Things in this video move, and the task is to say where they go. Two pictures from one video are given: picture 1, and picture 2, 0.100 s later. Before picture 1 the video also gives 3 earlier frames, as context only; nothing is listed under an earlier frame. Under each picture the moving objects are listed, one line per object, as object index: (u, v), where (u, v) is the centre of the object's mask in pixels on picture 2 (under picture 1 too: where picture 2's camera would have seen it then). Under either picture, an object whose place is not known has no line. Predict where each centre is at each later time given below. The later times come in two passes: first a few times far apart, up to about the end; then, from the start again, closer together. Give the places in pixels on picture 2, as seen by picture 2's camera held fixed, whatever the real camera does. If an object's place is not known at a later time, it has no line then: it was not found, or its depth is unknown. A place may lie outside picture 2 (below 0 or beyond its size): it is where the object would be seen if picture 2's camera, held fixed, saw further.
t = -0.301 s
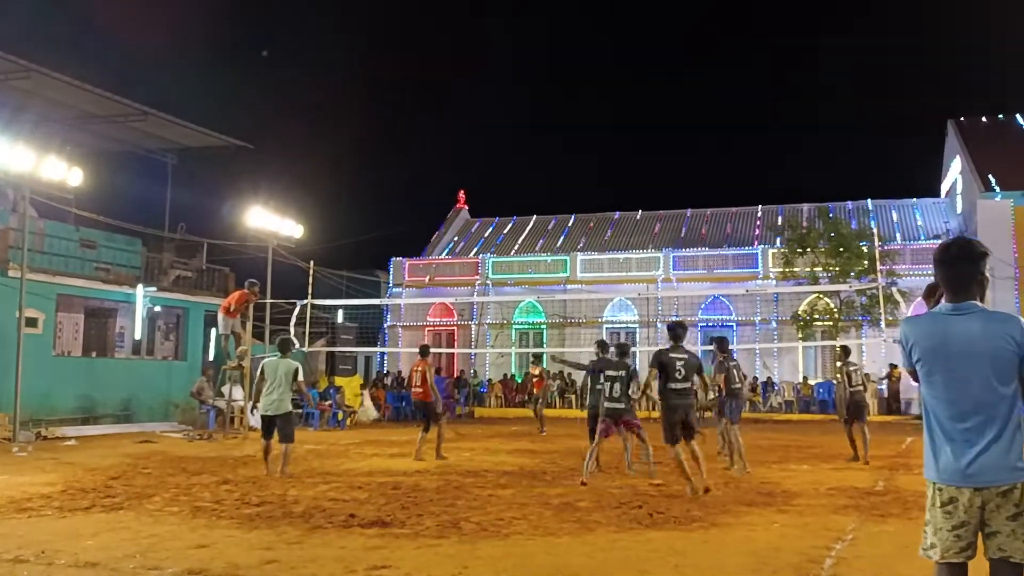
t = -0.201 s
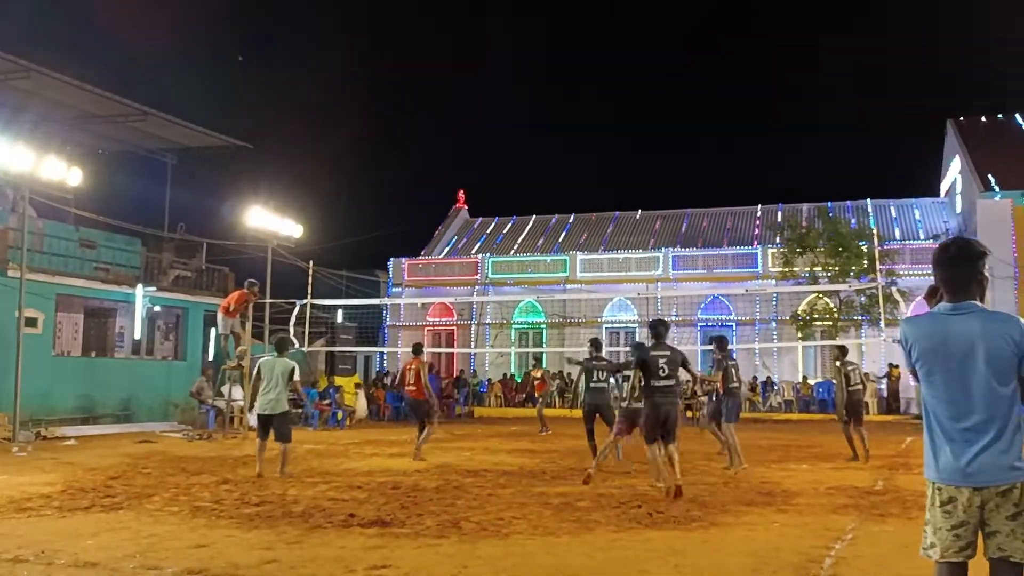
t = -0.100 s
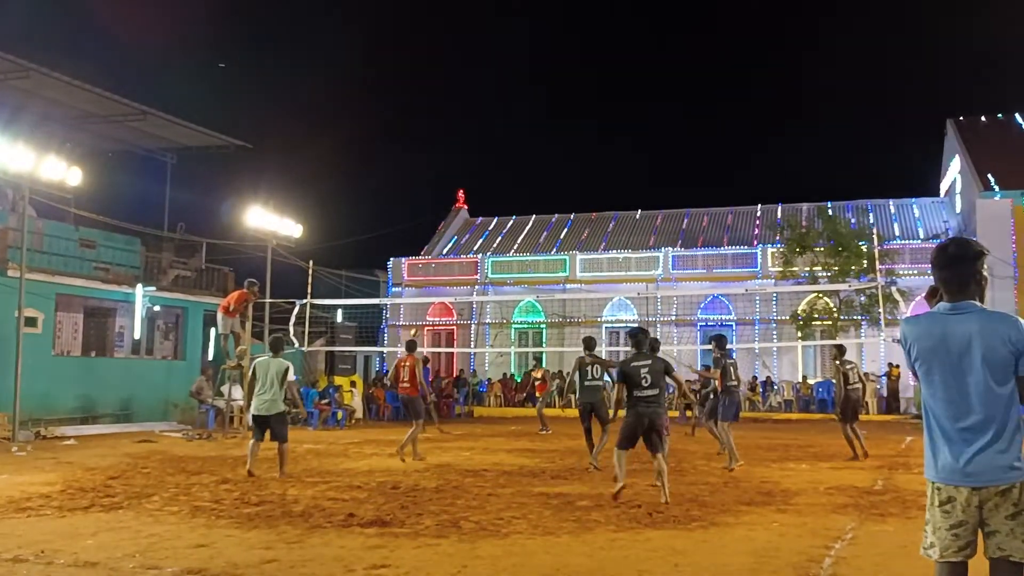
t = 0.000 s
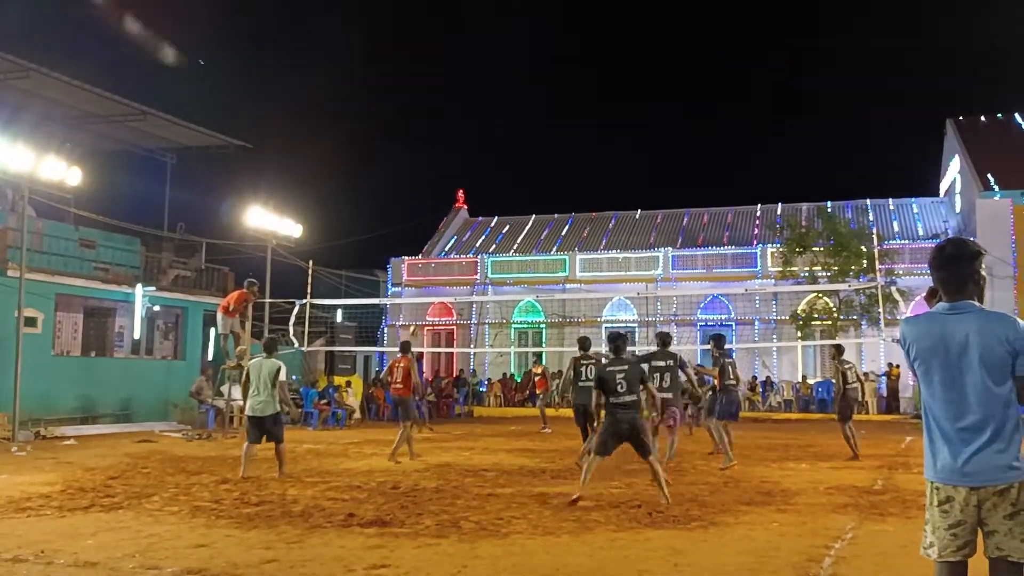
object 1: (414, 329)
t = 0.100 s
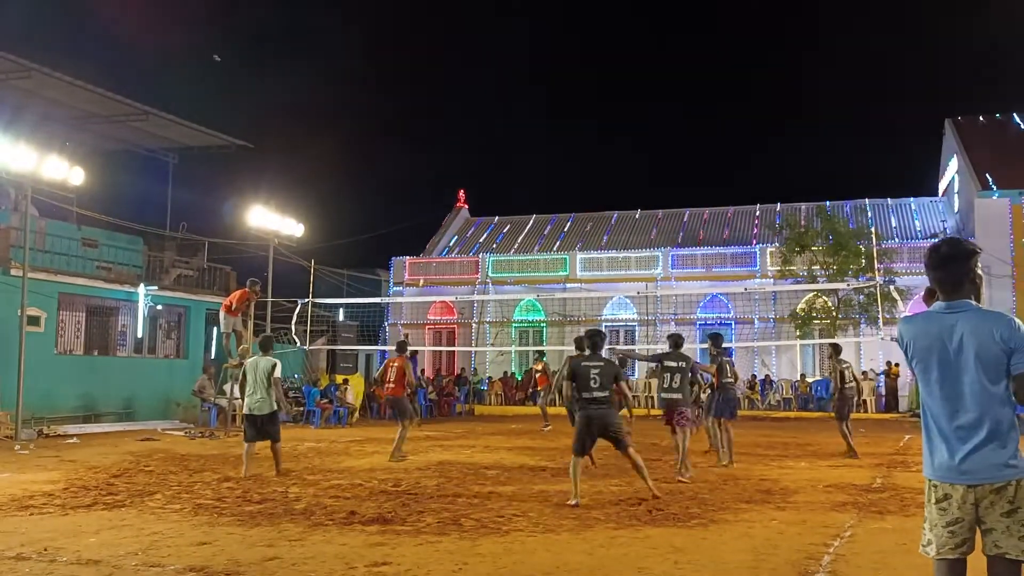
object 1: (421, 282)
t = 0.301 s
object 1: (443, 202)
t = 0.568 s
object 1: (467, 121)
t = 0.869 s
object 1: (495, 66)
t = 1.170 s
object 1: (525, 50)
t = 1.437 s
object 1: (553, 74)
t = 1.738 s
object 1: (584, 145)
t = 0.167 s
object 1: (430, 253)
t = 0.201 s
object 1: (433, 239)
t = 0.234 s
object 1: (436, 227)
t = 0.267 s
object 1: (440, 214)
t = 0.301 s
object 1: (443, 202)
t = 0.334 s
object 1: (446, 191)
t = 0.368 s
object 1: (449, 179)
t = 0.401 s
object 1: (451, 168)
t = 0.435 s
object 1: (455, 158)
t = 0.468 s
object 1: (457, 148)
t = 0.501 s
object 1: (461, 138)
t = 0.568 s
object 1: (467, 121)
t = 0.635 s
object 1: (473, 105)
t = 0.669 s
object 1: (476, 98)
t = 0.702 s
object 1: (479, 91)
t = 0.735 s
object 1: (483, 85)
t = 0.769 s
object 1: (486, 80)
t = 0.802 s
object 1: (489, 75)
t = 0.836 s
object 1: (492, 70)
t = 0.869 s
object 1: (495, 66)
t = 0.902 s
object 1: (498, 62)
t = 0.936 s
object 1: (502, 59)
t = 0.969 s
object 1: (505, 56)
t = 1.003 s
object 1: (508, 54)
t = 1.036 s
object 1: (511, 53)
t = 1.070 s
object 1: (515, 51)
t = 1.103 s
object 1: (518, 51)
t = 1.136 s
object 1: (522, 50)
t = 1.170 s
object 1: (525, 50)
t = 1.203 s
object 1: (529, 51)
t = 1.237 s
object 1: (532, 53)
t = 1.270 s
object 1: (535, 55)
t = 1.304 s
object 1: (539, 57)
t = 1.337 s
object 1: (542, 61)
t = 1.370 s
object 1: (546, 64)
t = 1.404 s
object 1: (549, 69)
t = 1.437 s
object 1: (553, 74)
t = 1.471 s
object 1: (556, 79)
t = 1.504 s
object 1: (559, 86)
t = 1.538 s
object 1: (563, 92)
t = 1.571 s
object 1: (566, 99)
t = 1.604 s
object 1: (570, 107)
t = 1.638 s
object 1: (574, 115)
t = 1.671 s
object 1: (577, 125)
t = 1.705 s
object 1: (581, 135)
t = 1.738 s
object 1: (584, 145)
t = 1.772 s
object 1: (587, 156)
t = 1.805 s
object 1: (591, 168)
